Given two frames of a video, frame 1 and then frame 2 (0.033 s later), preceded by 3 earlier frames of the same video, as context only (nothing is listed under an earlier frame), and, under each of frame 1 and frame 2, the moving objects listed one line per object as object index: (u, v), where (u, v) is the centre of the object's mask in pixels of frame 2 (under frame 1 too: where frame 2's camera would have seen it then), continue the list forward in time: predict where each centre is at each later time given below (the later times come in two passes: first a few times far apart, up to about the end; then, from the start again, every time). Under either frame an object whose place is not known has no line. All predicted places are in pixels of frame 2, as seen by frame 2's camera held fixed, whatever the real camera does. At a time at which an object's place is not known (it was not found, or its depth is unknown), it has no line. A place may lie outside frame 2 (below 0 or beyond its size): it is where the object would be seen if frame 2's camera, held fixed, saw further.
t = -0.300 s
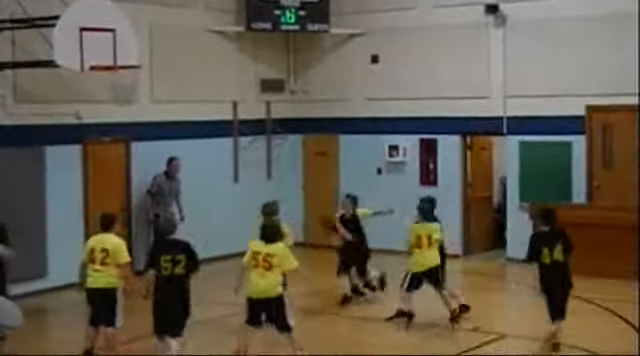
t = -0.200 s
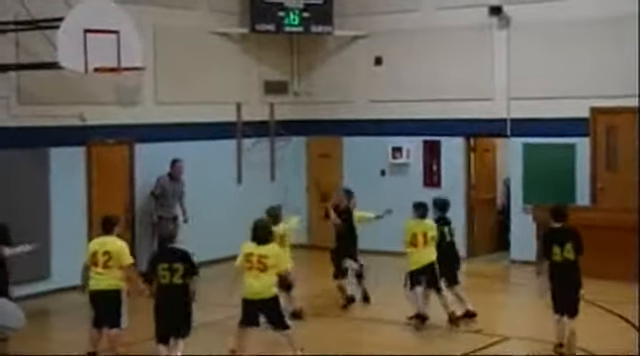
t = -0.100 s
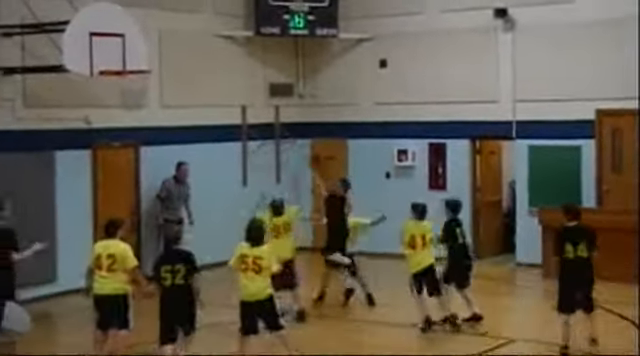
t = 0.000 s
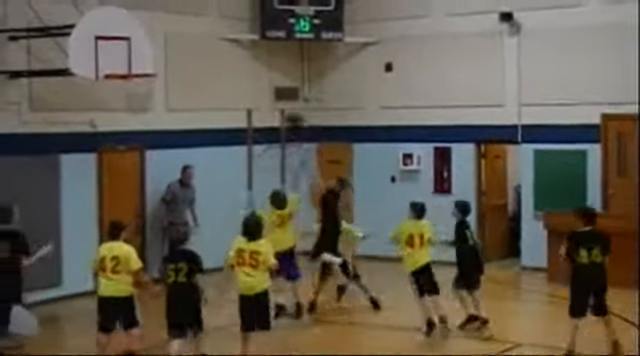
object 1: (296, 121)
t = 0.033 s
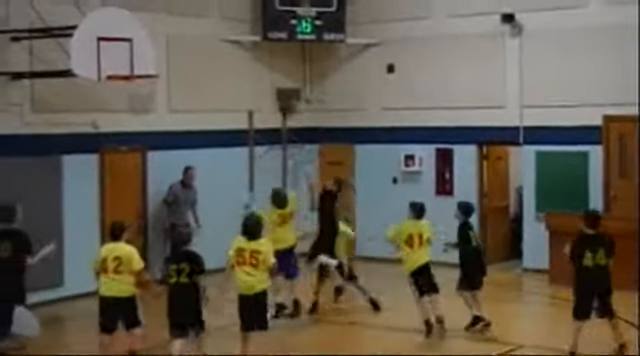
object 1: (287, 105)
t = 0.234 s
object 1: (229, 47)
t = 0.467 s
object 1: (163, 16)
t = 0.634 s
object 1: (157, 3)
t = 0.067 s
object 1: (275, 98)
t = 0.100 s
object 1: (268, 83)
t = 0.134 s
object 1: (258, 73)
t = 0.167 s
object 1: (248, 64)
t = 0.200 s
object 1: (239, 55)
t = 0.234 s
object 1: (229, 47)
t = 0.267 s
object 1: (220, 41)
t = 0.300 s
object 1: (210, 34)
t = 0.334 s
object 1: (201, 29)
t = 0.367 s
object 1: (192, 24)
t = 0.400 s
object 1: (183, 21)
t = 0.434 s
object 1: (173, 17)
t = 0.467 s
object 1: (163, 16)
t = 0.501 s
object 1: (154, 15)
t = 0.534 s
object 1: (146, 14)
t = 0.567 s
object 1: (149, 9)
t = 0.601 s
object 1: (153, 5)
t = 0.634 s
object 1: (157, 3)
